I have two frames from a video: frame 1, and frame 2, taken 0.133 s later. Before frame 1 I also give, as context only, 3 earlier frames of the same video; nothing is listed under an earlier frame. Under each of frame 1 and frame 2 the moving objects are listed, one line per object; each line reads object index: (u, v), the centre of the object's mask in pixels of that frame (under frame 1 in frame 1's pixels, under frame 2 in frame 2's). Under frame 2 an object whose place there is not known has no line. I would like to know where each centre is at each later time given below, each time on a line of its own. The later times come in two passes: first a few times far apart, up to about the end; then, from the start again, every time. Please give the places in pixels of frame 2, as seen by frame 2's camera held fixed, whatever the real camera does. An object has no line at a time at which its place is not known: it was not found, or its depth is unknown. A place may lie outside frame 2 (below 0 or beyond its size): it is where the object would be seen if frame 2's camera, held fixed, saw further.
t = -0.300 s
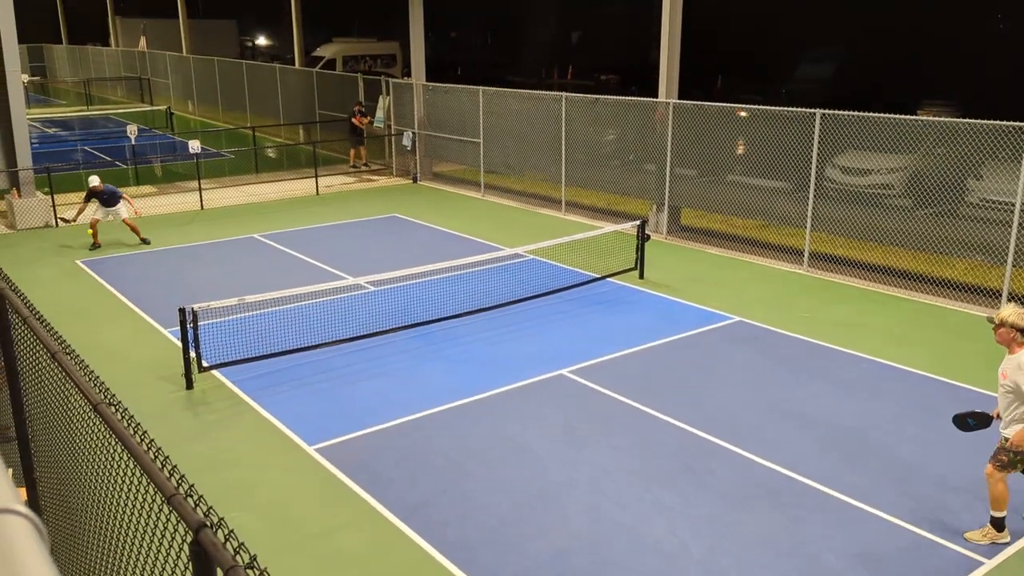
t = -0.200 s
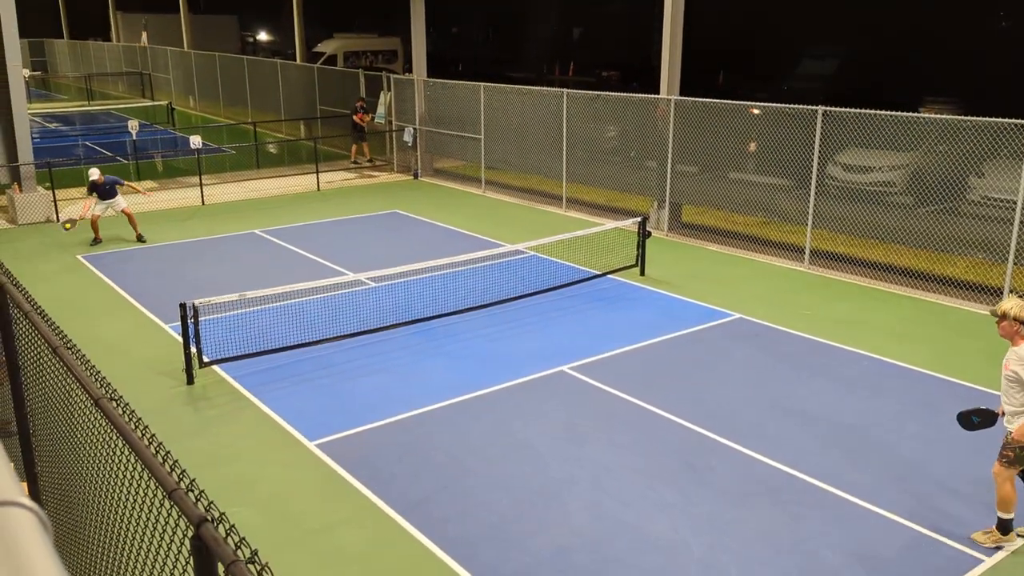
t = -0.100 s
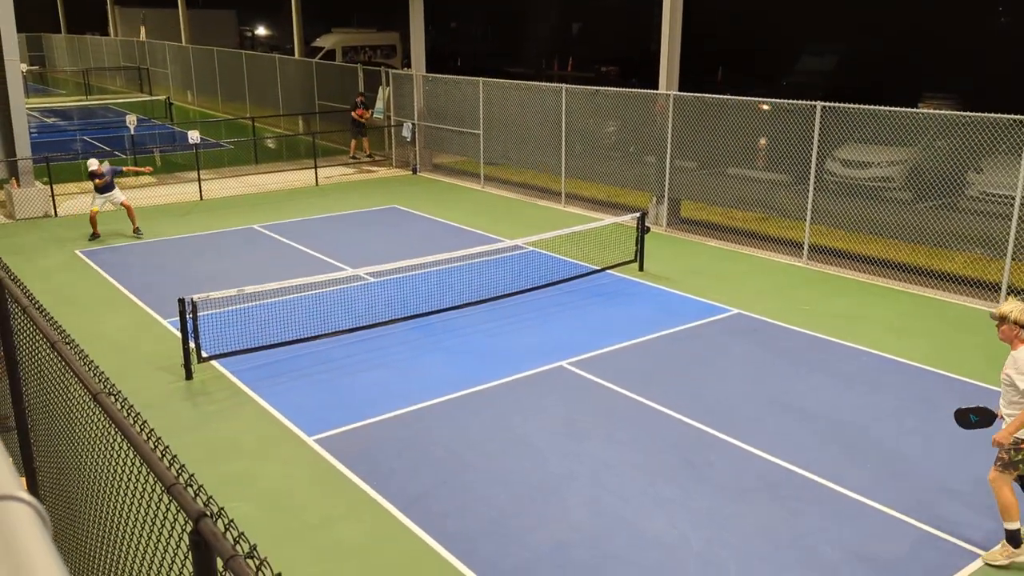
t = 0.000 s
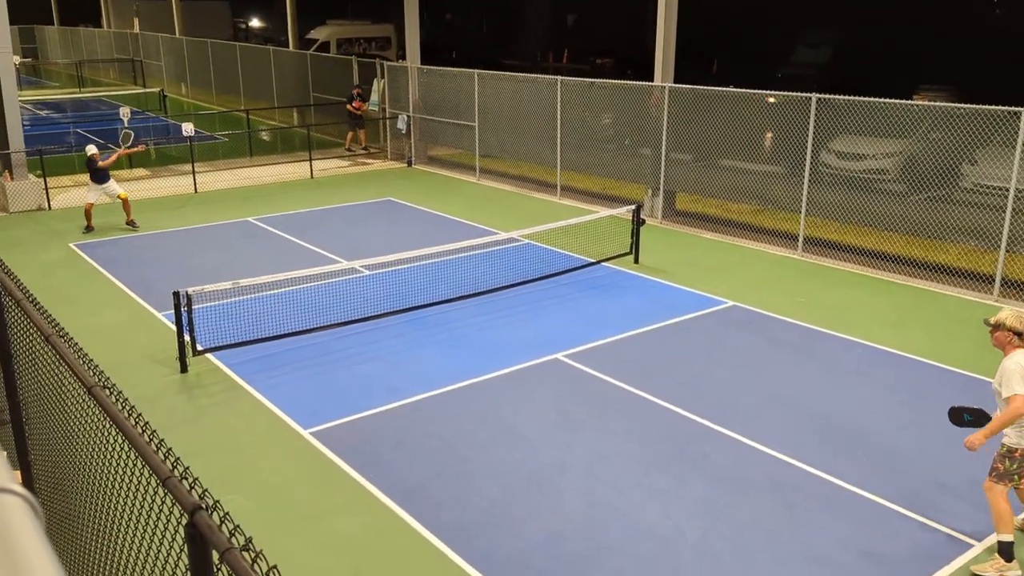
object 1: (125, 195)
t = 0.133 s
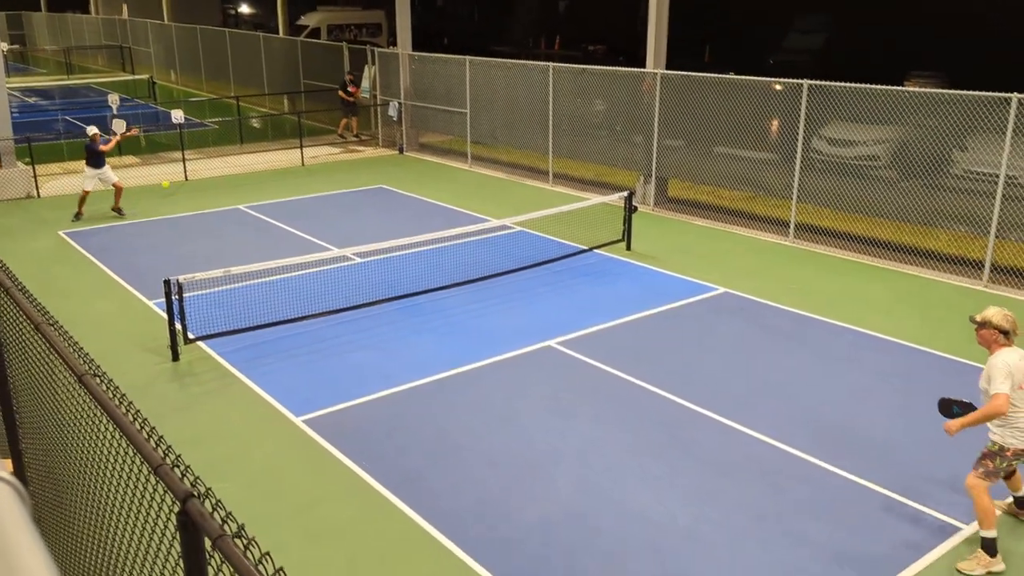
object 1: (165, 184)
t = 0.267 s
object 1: (226, 202)
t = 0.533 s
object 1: (385, 308)
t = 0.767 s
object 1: (571, 511)
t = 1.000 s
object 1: (735, 569)
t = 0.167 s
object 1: (180, 186)
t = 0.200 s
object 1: (194, 190)
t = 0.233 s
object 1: (210, 195)
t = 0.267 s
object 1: (226, 202)
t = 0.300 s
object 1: (243, 209)
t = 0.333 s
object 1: (261, 219)
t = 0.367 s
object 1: (279, 228)
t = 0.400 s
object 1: (298, 240)
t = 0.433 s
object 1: (318, 254)
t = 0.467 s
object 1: (341, 271)
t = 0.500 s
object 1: (362, 288)
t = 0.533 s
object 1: (385, 308)
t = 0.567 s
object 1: (408, 330)
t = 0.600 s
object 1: (433, 354)
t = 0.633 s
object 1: (459, 381)
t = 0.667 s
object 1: (486, 410)
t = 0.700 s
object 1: (513, 440)
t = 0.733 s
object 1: (541, 473)
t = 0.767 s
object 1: (571, 511)
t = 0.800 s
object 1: (602, 552)
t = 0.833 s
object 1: (625, 560)
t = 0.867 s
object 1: (645, 558)
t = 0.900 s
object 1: (666, 558)
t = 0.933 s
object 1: (688, 560)
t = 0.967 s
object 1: (711, 564)
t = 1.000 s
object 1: (735, 569)
